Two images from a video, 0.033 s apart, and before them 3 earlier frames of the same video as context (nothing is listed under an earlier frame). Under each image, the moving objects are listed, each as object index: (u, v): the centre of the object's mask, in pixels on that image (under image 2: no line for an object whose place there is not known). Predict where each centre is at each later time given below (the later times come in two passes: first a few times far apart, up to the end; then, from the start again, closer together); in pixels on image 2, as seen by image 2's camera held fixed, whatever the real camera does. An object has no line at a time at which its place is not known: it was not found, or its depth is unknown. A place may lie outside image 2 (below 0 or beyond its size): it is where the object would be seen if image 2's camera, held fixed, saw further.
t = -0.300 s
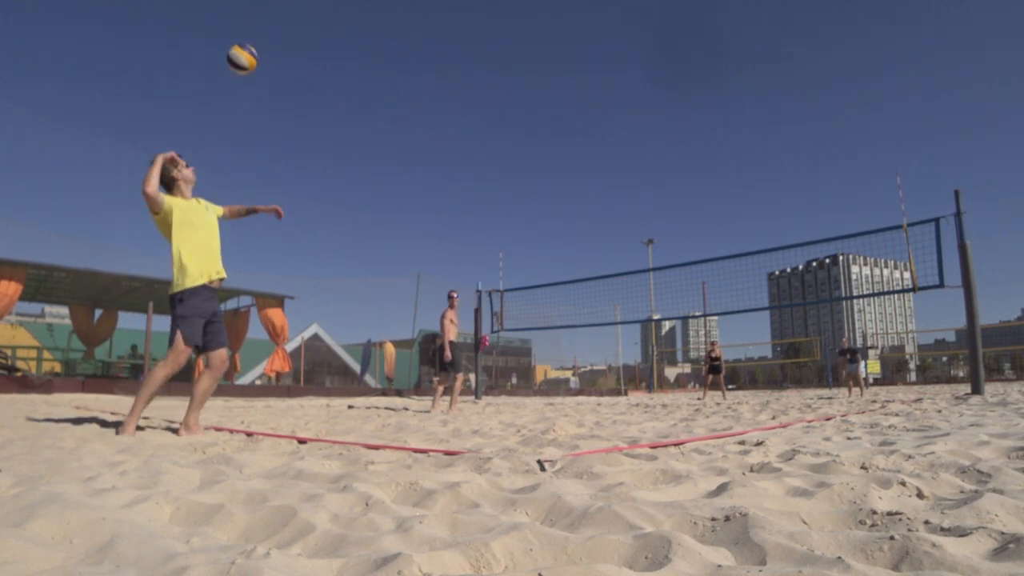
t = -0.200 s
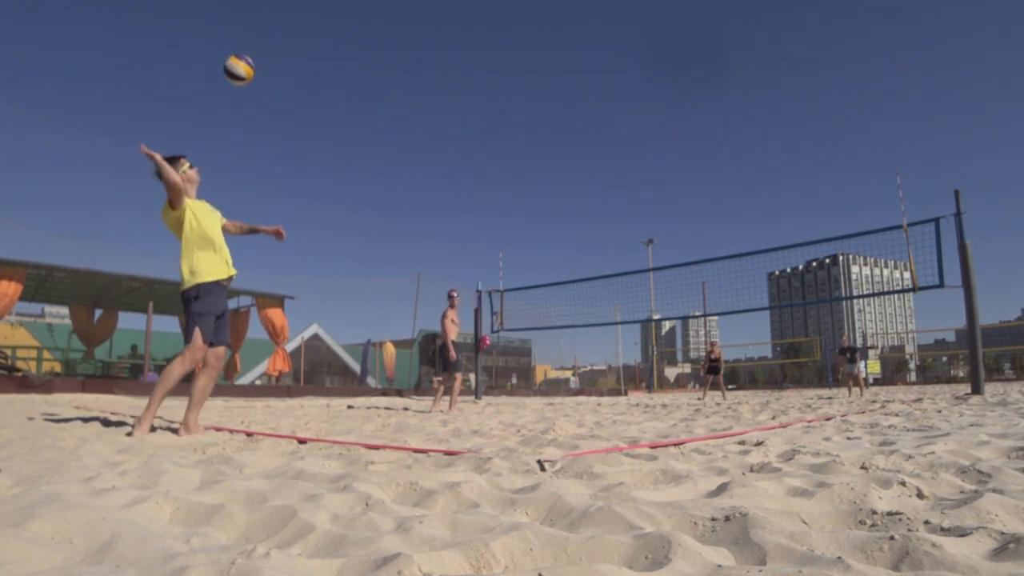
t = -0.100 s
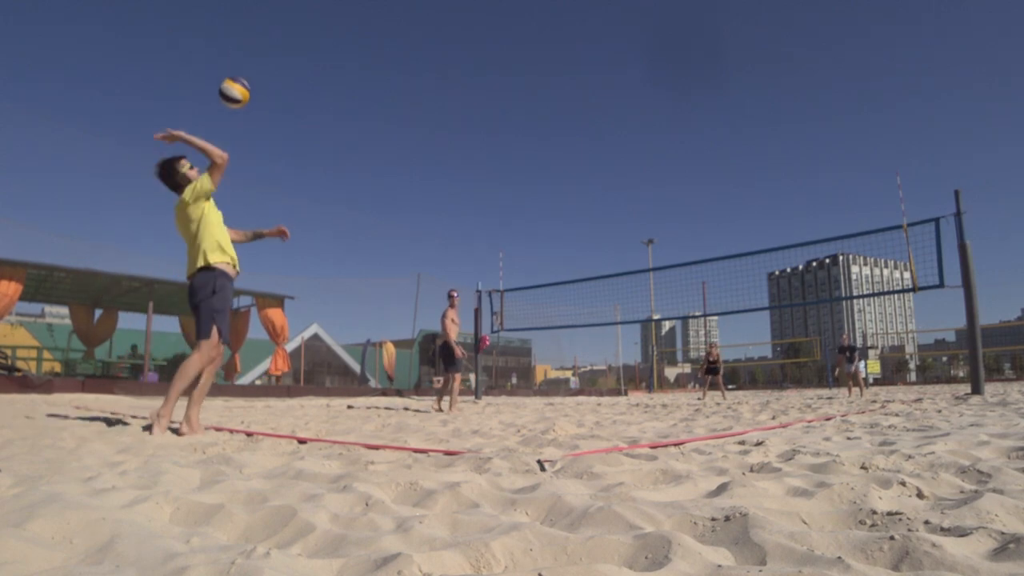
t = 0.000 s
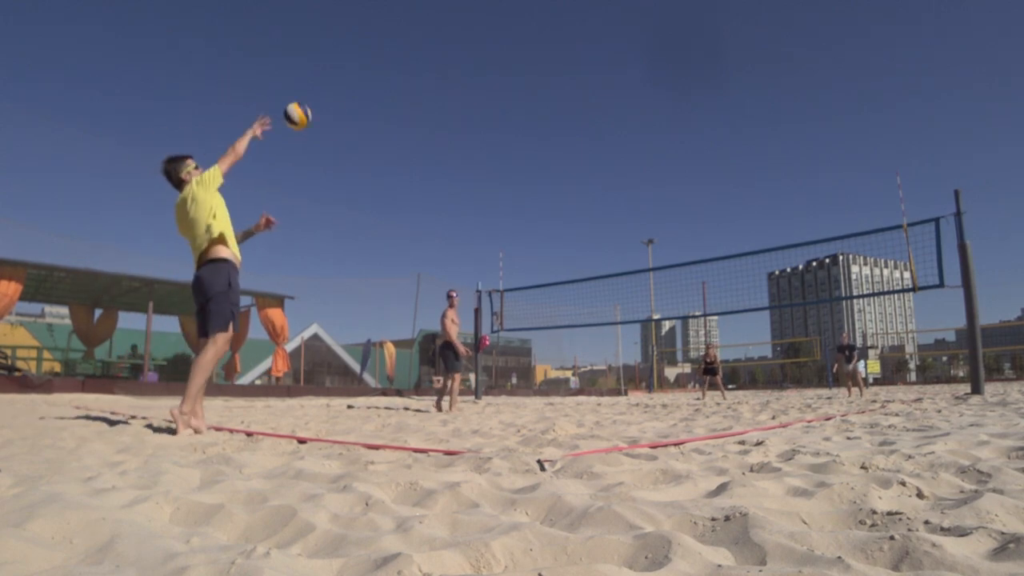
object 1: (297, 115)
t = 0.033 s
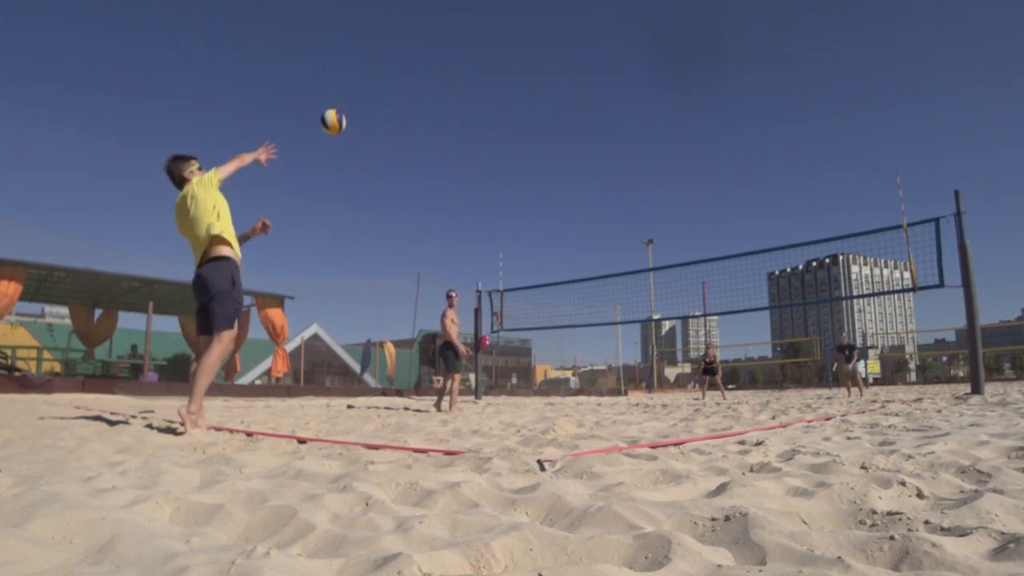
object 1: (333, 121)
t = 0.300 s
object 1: (495, 179)
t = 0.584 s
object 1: (572, 245)
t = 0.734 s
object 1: (600, 282)
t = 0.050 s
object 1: (349, 125)
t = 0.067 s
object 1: (364, 128)
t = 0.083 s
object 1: (378, 132)
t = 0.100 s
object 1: (390, 135)
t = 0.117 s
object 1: (402, 139)
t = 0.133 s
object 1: (413, 143)
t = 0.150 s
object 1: (423, 146)
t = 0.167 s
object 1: (433, 150)
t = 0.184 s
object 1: (442, 154)
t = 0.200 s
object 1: (451, 157)
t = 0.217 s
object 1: (459, 161)
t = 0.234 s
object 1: (467, 164)
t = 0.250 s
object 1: (474, 168)
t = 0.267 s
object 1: (481, 171)
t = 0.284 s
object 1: (488, 175)
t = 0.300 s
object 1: (495, 179)
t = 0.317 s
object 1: (500, 183)
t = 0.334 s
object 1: (507, 187)
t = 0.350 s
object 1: (512, 190)
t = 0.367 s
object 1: (518, 195)
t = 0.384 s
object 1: (523, 198)
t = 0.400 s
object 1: (528, 202)
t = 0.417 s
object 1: (532, 206)
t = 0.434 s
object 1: (537, 210)
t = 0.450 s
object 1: (542, 214)
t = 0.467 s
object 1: (546, 218)
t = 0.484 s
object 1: (550, 222)
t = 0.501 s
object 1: (554, 226)
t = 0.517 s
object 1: (558, 230)
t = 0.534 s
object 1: (562, 233)
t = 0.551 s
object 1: (566, 237)
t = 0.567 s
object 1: (569, 241)
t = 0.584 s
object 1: (572, 245)
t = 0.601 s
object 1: (576, 249)
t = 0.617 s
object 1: (579, 253)
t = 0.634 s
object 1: (583, 256)
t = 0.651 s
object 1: (586, 261)
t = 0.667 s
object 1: (589, 265)
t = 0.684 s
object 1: (591, 269)
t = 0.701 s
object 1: (594, 272)
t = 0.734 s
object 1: (600, 282)
